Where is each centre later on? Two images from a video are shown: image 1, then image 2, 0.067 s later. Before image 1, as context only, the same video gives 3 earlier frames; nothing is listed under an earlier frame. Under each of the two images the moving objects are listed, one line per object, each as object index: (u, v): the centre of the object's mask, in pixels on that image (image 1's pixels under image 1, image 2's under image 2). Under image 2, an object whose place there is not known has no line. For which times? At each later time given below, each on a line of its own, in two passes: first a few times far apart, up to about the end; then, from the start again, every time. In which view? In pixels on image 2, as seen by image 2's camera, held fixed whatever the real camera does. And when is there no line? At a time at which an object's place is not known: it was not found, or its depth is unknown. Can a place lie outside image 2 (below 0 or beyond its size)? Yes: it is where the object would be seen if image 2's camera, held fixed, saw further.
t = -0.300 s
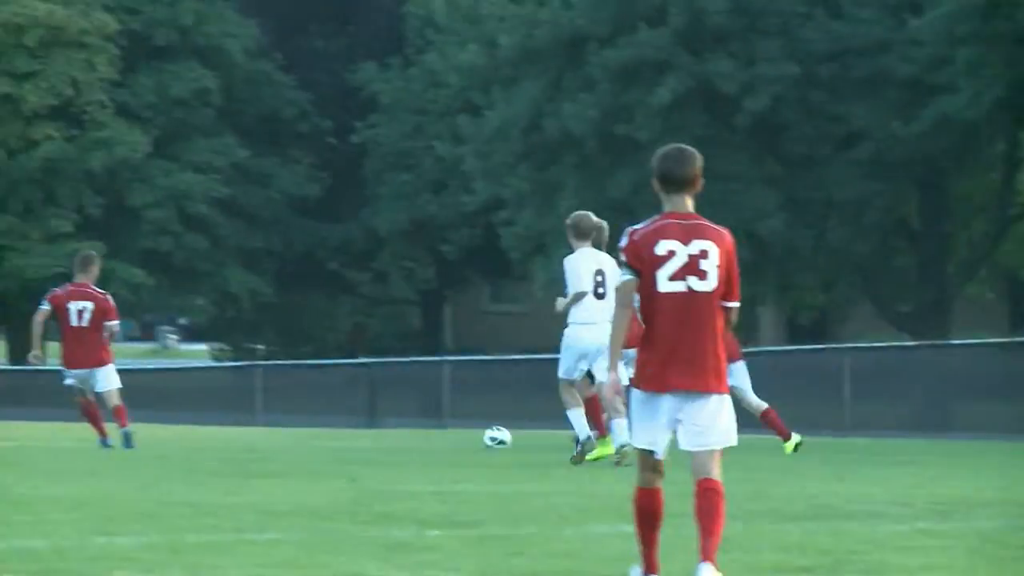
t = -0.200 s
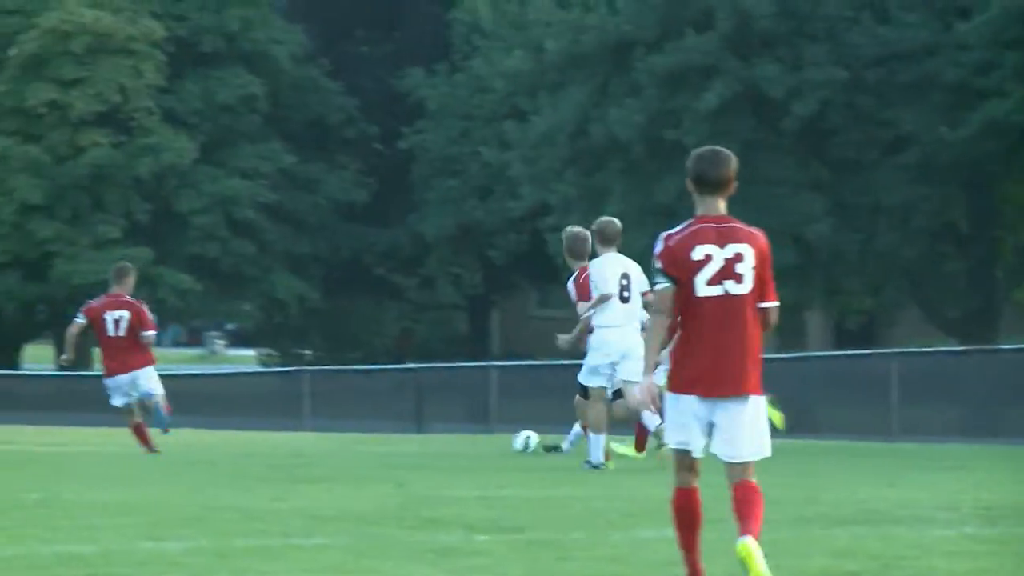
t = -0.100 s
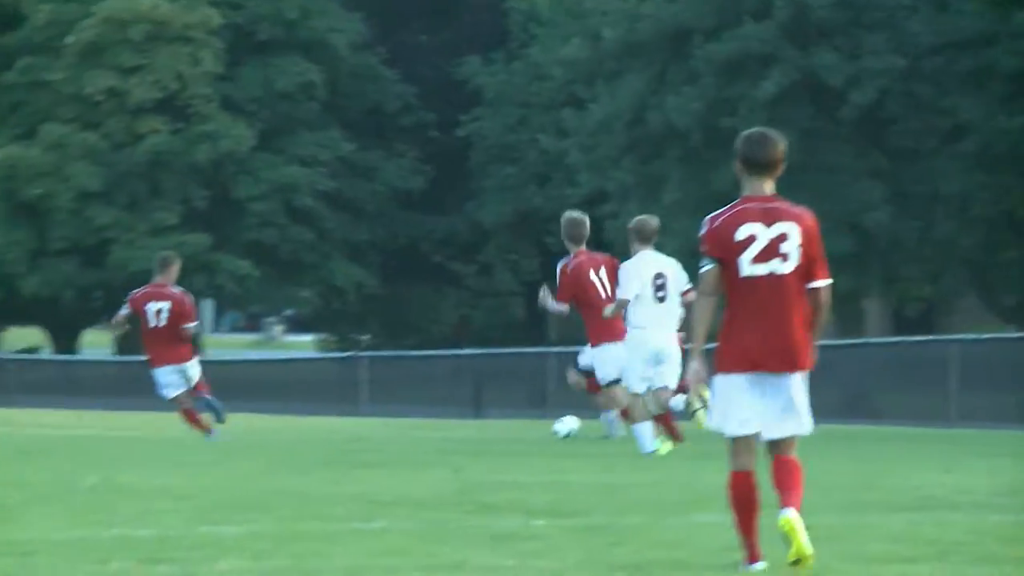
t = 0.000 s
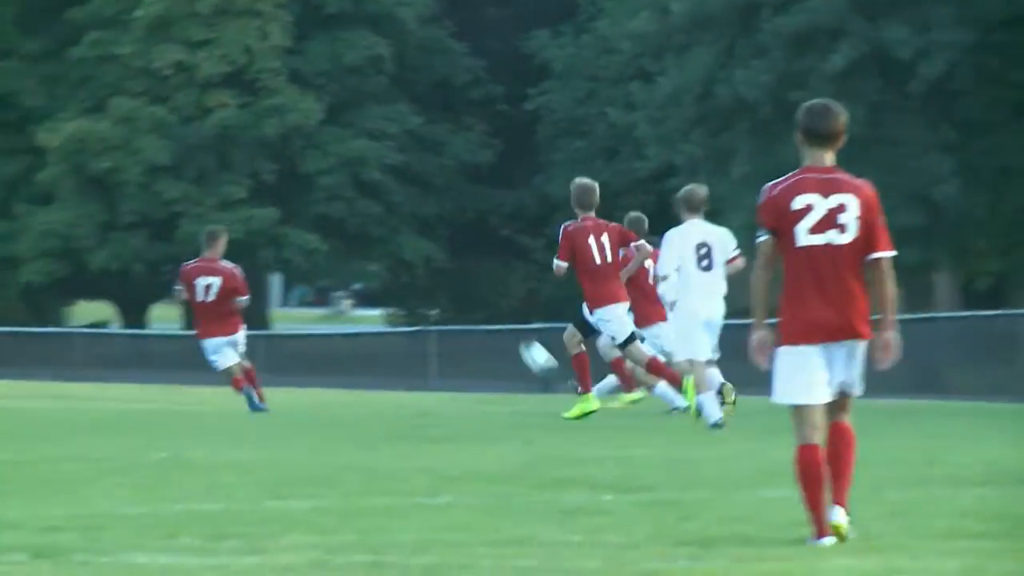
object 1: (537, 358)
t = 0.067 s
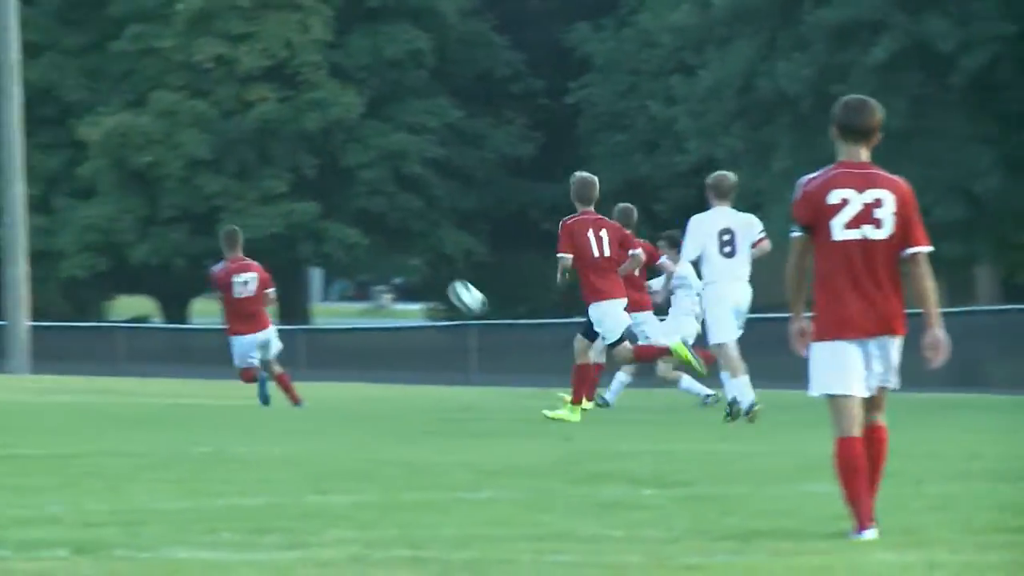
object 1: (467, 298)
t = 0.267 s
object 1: (140, 157)
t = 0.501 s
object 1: (-257, 23)
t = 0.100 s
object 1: (412, 273)
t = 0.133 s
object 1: (358, 248)
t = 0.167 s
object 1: (302, 223)
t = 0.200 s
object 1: (248, 200)
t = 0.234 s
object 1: (195, 178)
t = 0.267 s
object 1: (140, 157)
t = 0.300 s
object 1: (85, 136)
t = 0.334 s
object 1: (32, 116)
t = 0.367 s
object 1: (-22, 98)
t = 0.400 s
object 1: (-80, 78)
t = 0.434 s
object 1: (-138, 60)
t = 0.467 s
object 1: (-198, 40)
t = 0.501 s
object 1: (-257, 23)
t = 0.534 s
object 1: (-319, 6)
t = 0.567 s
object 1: (-382, -10)
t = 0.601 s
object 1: (-445, -24)
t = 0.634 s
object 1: (-509, -38)
